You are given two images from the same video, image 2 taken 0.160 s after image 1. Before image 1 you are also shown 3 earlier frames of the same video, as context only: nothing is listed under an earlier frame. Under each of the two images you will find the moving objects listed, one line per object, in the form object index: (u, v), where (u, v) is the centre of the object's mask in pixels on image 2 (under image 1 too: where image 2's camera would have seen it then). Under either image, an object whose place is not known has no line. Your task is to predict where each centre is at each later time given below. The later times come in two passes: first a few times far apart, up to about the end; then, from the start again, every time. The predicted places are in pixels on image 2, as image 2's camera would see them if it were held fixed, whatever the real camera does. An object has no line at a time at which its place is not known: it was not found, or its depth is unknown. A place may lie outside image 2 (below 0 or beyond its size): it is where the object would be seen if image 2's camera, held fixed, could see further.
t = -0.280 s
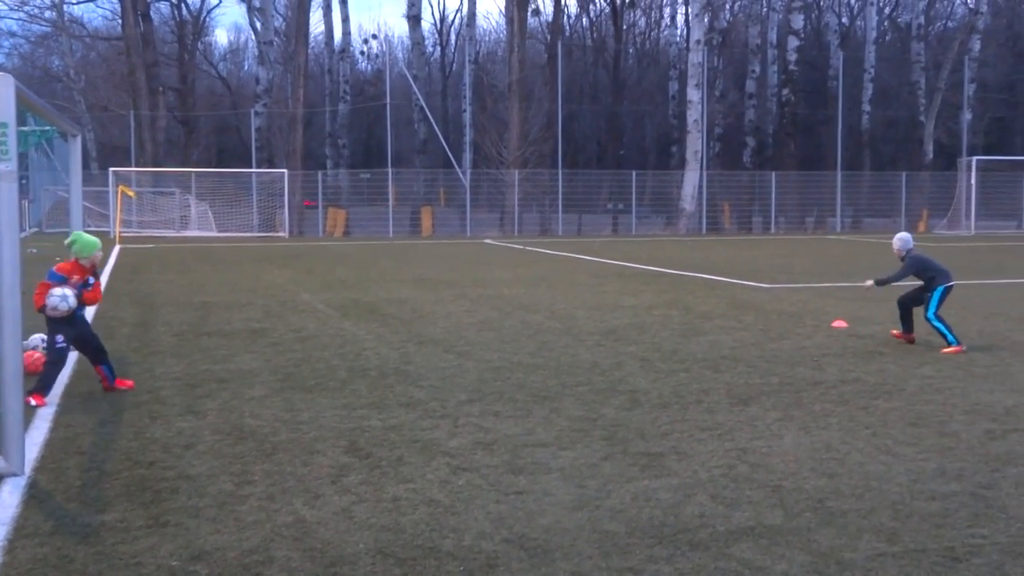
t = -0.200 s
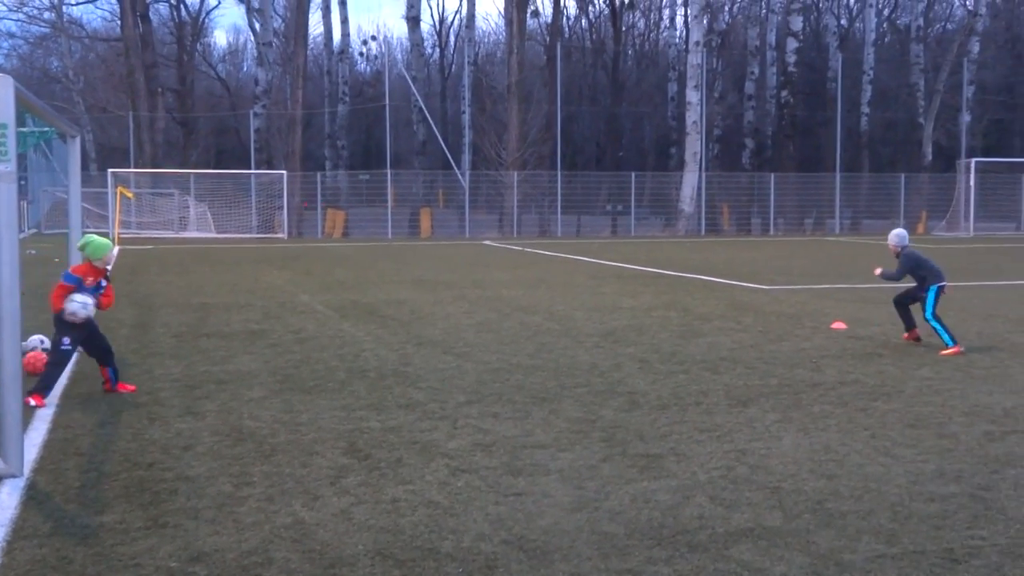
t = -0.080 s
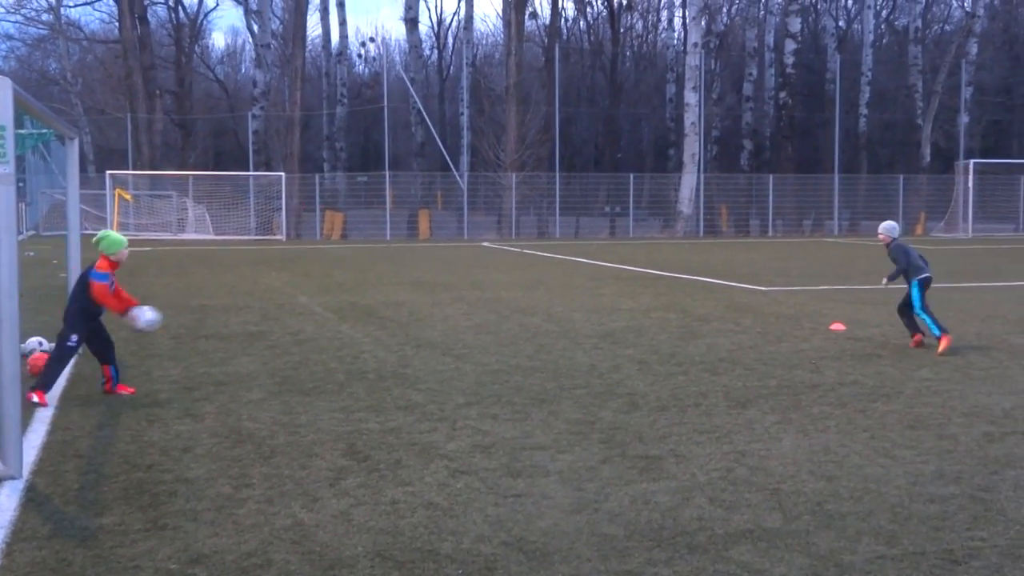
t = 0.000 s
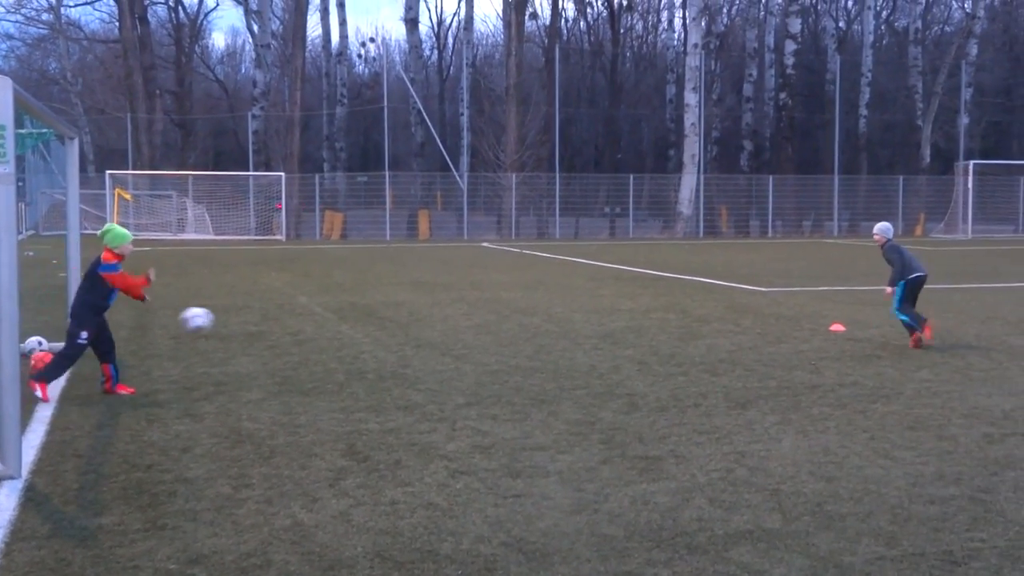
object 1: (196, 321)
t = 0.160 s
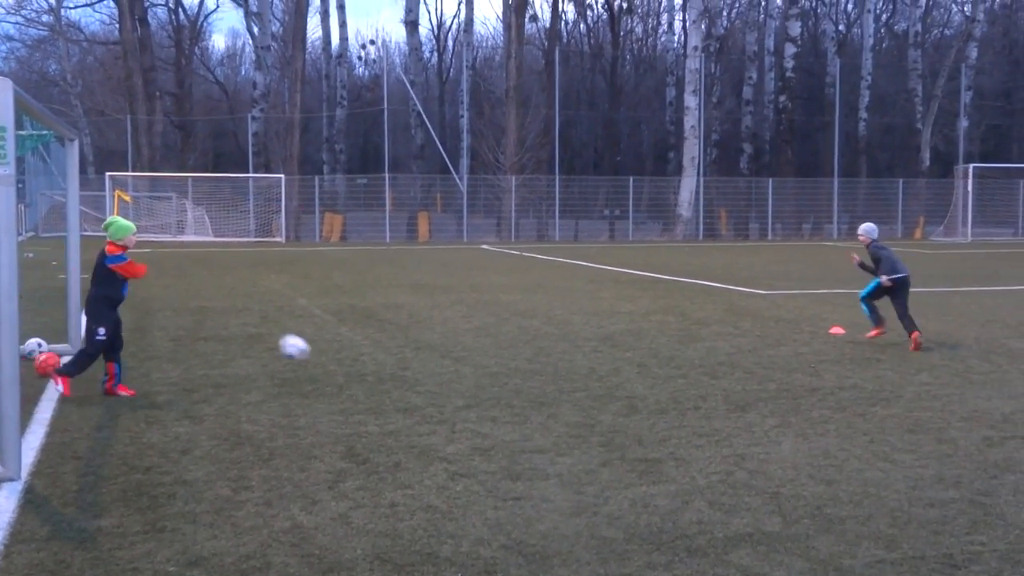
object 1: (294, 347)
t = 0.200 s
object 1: (317, 358)
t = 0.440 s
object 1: (401, 326)
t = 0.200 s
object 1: (317, 358)
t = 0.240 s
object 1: (335, 360)
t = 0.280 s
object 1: (349, 349)
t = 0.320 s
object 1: (362, 341)
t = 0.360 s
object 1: (376, 334)
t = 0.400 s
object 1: (389, 330)
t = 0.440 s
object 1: (401, 326)
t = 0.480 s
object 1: (413, 327)
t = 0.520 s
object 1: (426, 328)
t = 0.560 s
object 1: (439, 331)
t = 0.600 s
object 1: (451, 337)
